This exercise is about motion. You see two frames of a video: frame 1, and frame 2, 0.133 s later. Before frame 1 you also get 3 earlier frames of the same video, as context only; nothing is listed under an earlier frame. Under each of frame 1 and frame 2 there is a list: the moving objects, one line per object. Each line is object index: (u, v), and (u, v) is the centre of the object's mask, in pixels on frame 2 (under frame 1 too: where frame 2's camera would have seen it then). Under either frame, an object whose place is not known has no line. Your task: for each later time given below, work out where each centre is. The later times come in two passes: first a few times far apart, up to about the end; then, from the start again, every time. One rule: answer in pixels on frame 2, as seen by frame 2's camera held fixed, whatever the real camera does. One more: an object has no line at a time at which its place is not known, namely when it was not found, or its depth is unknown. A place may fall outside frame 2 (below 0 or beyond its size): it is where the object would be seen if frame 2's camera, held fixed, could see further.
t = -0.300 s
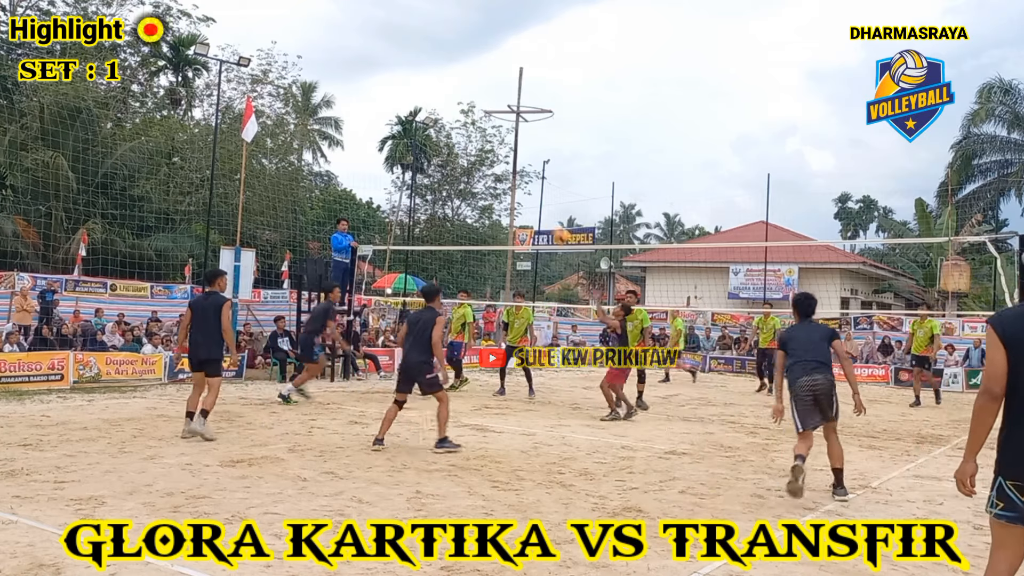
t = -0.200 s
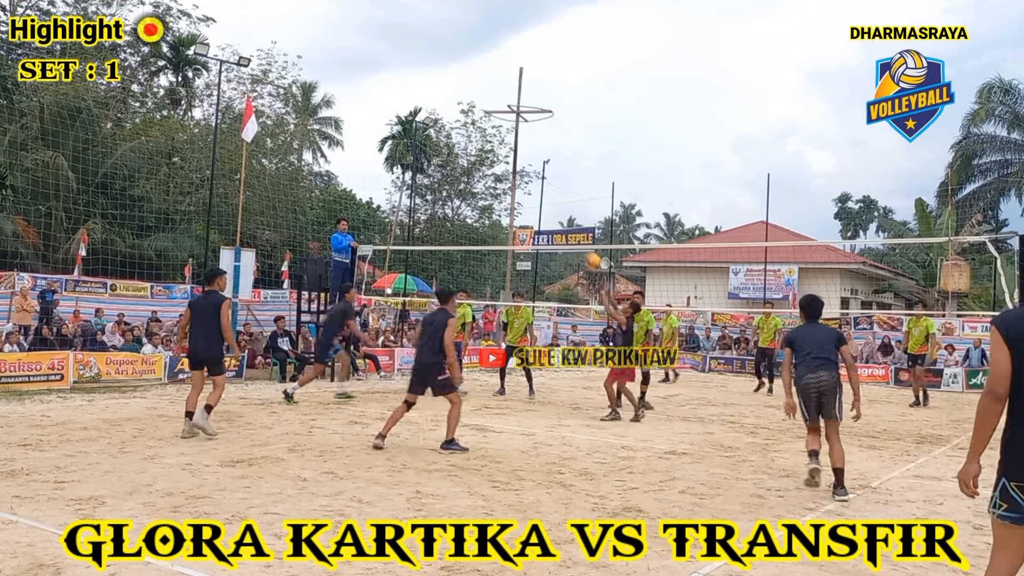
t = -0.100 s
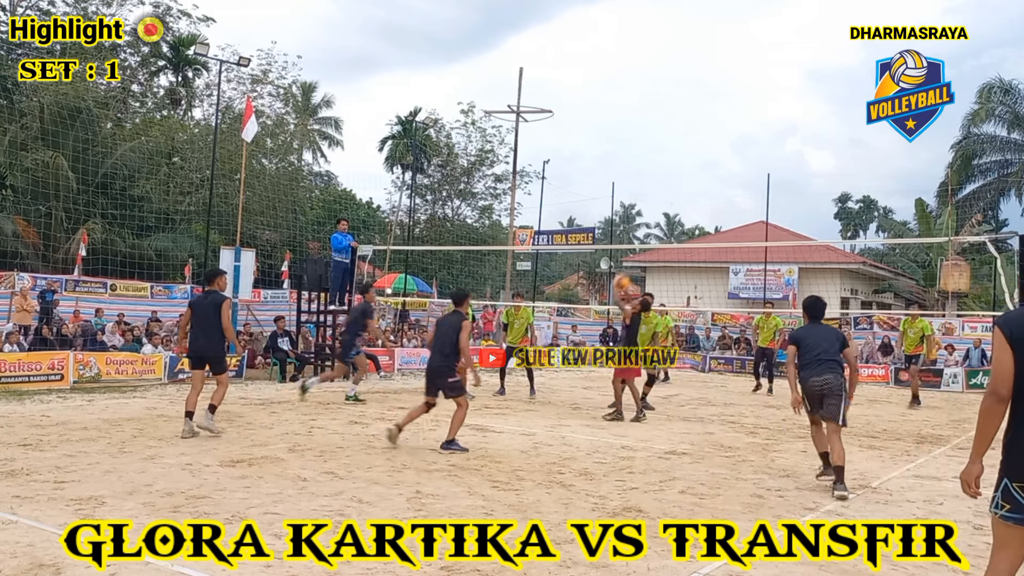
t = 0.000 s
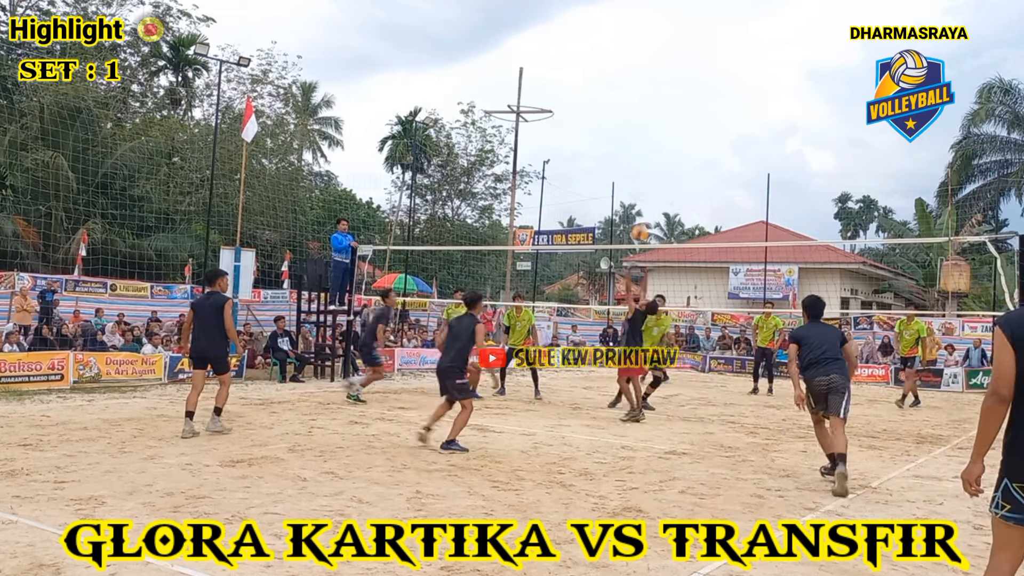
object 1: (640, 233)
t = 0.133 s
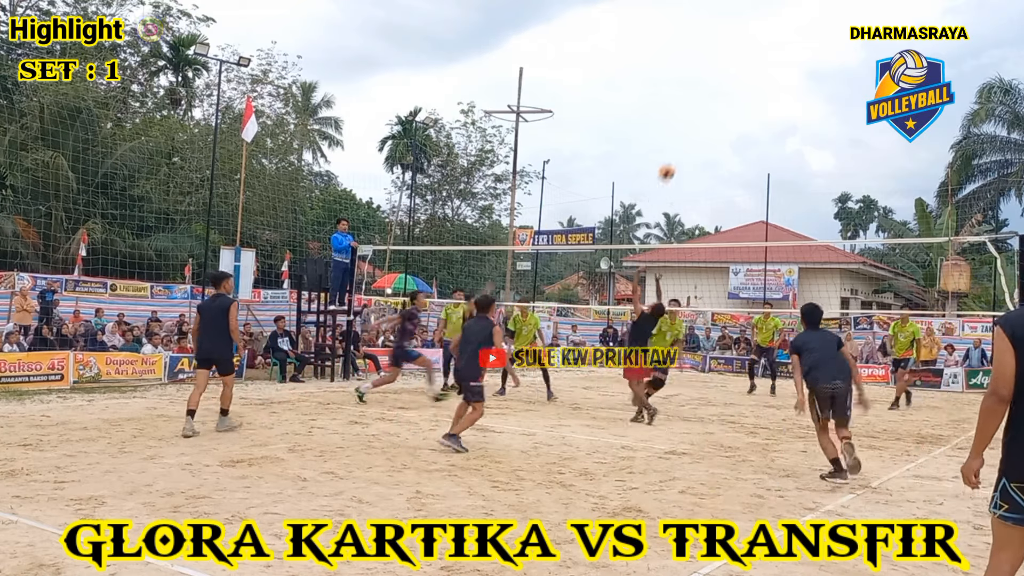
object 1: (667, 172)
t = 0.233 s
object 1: (687, 135)
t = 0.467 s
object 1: (734, 79)
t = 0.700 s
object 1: (782, 63)
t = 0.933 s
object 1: (829, 93)
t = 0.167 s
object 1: (673, 159)
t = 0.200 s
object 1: (681, 147)
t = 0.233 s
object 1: (687, 135)
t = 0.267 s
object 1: (694, 125)
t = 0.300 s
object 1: (701, 115)
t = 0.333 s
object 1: (707, 106)
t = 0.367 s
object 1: (714, 98)
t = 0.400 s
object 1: (721, 91)
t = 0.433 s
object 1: (728, 84)
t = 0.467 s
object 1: (734, 79)
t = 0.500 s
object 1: (741, 74)
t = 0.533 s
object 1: (748, 70)
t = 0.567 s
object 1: (755, 67)
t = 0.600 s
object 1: (761, 65)
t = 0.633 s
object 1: (768, 63)
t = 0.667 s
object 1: (775, 63)
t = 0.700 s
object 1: (782, 63)
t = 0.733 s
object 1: (788, 65)
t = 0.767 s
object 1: (795, 67)
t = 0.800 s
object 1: (802, 70)
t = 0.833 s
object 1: (809, 75)
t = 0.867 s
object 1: (815, 80)
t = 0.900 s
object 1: (822, 86)
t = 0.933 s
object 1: (829, 93)
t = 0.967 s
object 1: (835, 101)
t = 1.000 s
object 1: (842, 110)
